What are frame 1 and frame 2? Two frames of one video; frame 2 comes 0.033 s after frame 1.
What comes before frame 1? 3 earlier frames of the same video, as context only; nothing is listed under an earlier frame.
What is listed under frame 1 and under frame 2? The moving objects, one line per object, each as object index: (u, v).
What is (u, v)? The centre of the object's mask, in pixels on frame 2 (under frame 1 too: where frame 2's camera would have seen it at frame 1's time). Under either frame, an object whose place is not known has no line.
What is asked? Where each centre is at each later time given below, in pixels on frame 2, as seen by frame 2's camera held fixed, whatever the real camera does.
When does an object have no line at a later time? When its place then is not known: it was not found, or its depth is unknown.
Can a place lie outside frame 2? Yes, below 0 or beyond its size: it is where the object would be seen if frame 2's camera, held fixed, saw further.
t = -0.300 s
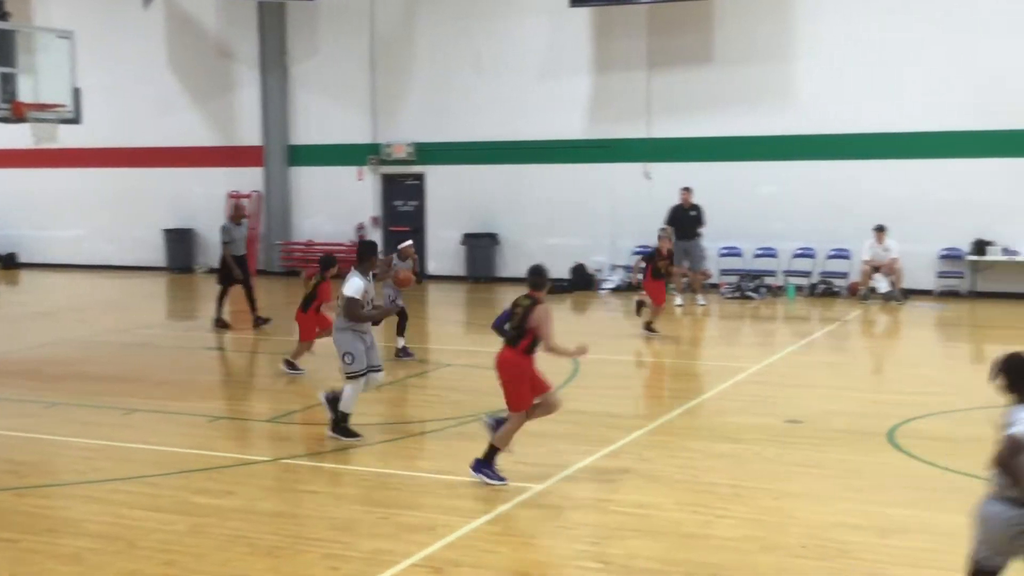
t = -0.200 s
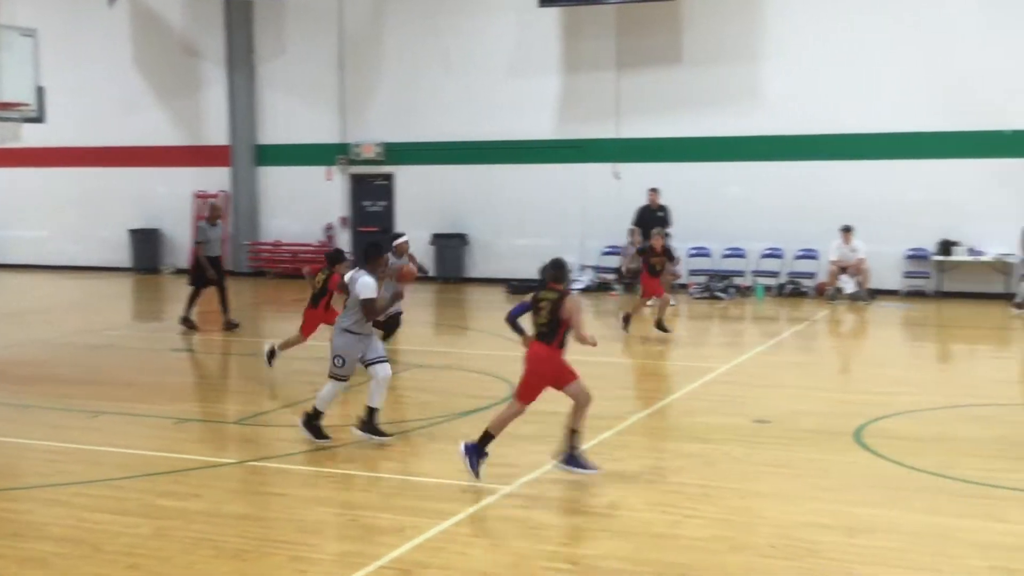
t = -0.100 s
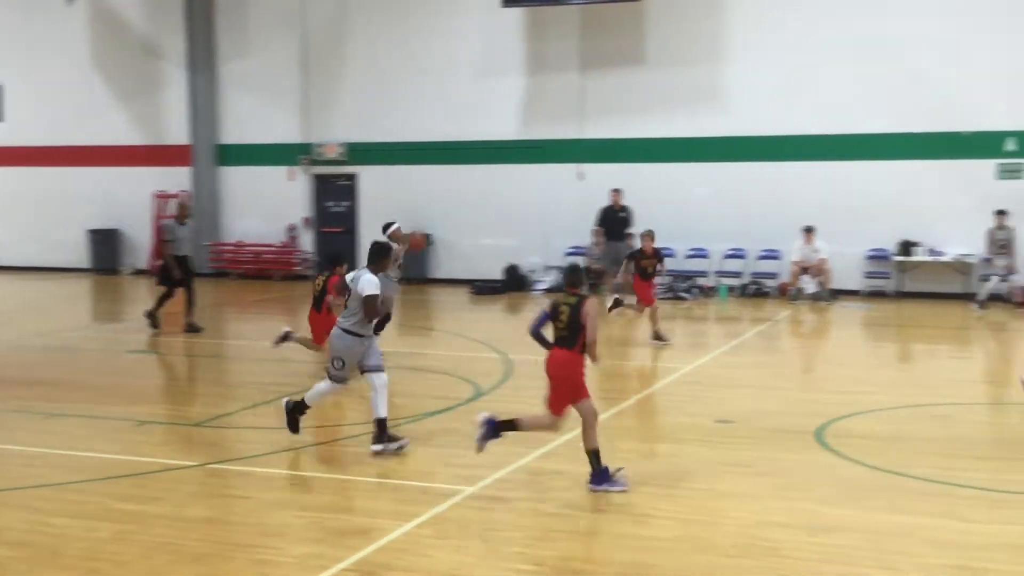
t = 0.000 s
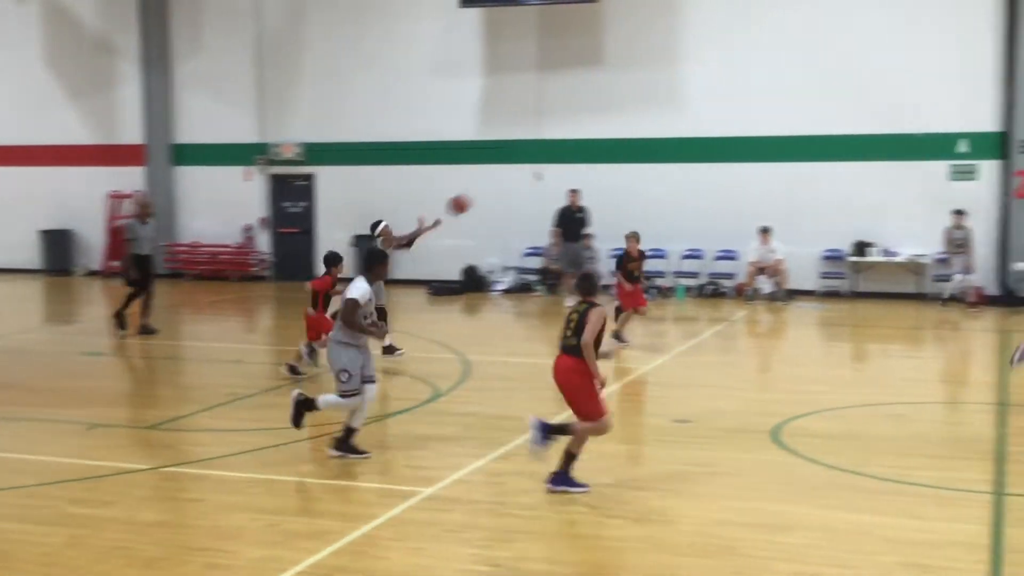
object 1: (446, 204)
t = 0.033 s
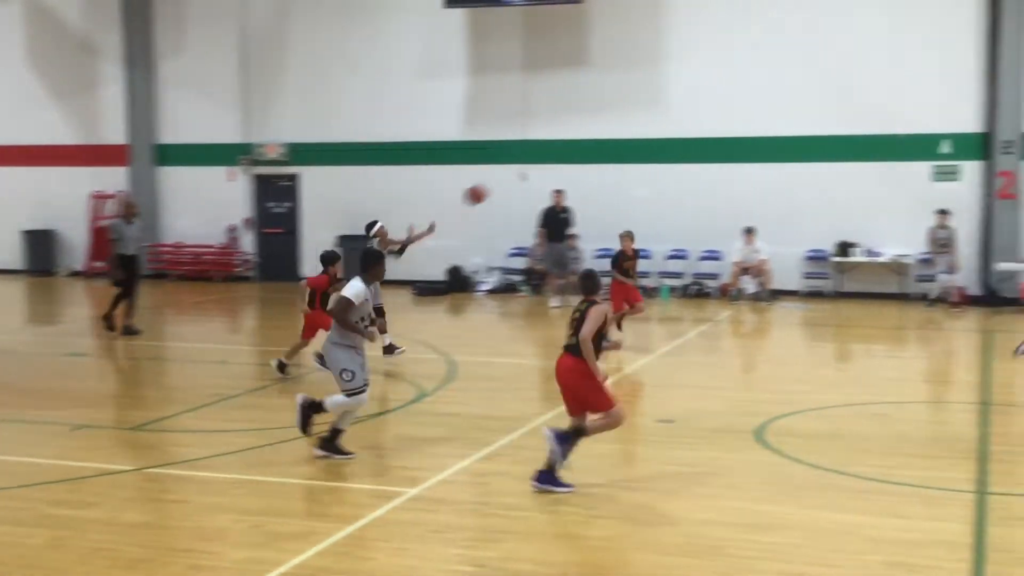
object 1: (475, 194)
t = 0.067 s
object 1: (505, 185)
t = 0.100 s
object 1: (535, 176)
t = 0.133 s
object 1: (564, 167)
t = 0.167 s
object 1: (593, 160)
